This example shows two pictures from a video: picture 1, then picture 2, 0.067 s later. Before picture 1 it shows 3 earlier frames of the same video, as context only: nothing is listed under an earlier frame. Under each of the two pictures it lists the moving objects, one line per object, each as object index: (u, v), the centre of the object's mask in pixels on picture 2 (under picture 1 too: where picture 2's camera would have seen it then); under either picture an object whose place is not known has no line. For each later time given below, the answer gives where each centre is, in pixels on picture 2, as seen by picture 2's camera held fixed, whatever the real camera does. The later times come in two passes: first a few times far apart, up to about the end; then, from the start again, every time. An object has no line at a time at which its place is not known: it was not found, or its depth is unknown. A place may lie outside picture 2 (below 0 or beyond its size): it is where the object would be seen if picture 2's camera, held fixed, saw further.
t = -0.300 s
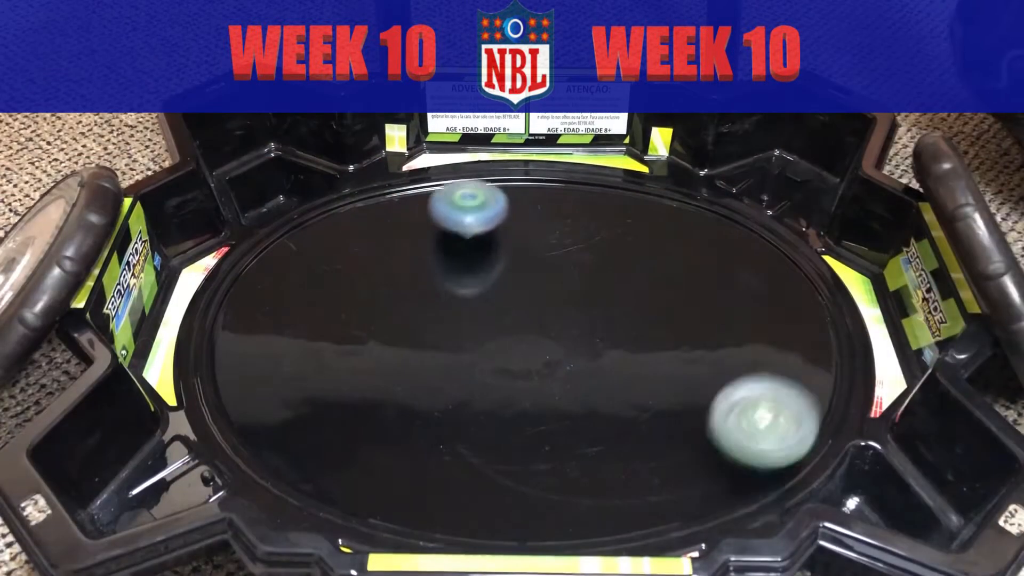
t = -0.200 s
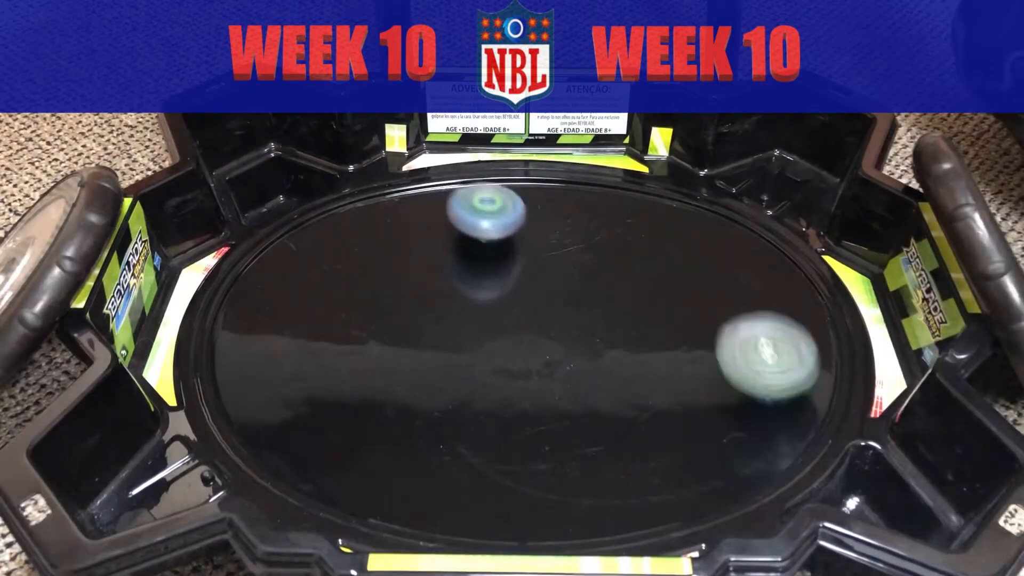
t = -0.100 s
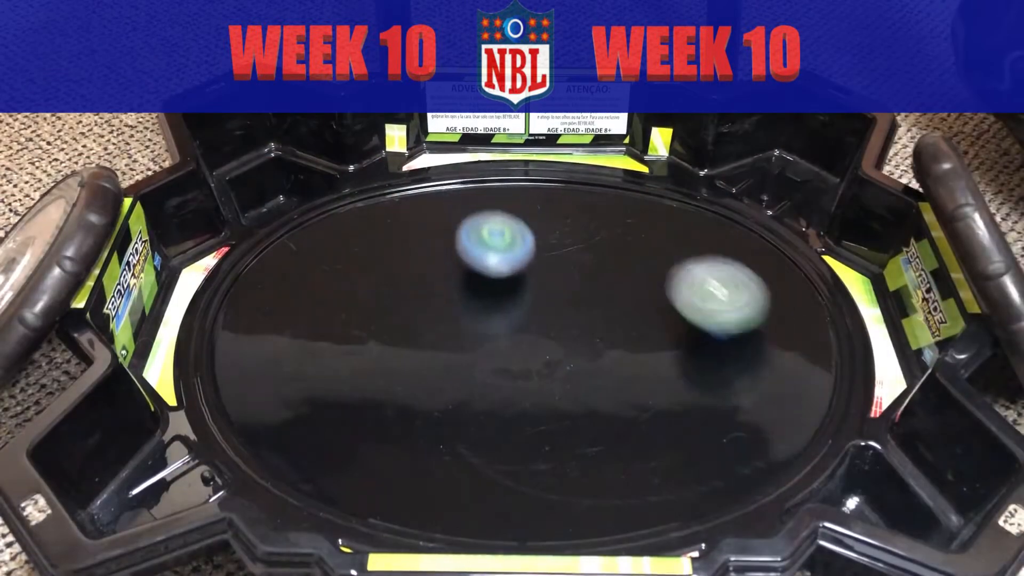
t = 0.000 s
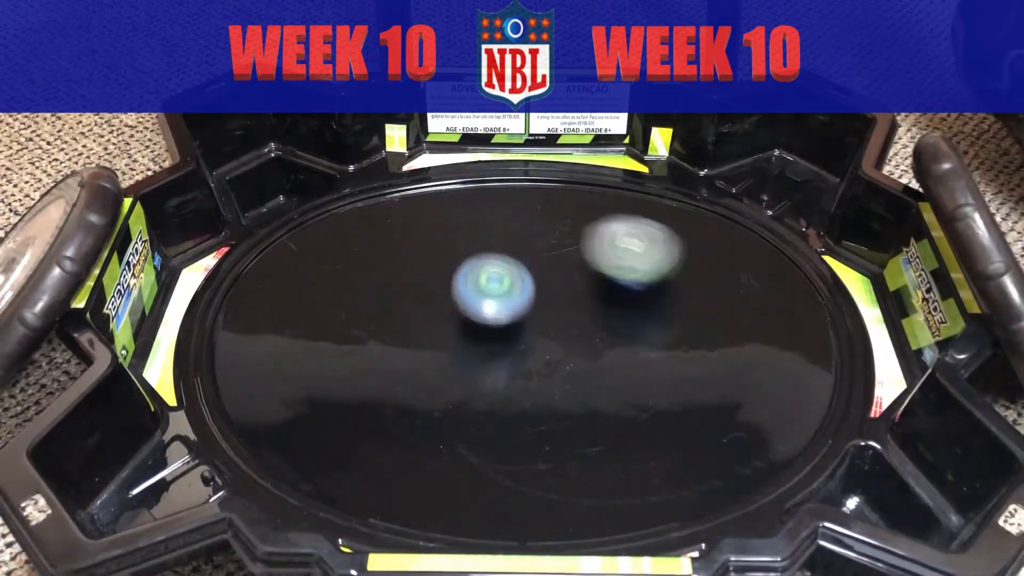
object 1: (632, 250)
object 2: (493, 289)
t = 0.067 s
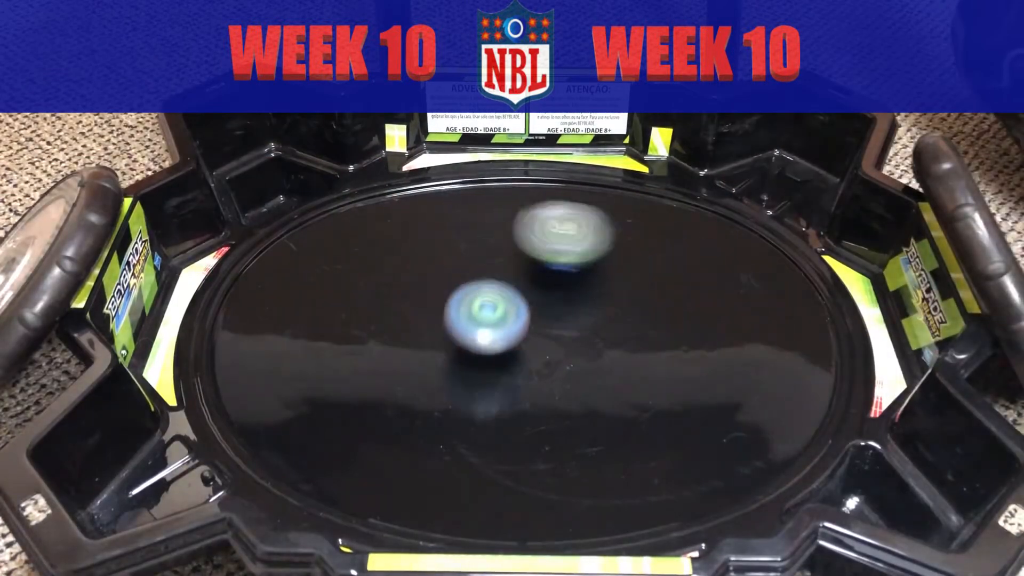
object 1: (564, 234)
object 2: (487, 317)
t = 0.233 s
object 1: (381, 249)
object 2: (480, 332)
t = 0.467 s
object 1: (240, 377)
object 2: (445, 312)
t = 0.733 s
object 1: (451, 465)
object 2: (525, 344)
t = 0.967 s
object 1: (653, 363)
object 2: (562, 277)
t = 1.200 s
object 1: (608, 212)
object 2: (450, 274)
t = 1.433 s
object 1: (443, 192)
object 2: (467, 376)
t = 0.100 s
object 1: (526, 231)
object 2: (483, 327)
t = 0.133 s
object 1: (490, 231)
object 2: (479, 334)
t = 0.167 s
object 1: (453, 234)
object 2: (478, 337)
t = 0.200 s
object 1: (417, 239)
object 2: (478, 336)
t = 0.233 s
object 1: (381, 249)
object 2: (480, 332)
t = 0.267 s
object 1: (350, 260)
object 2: (481, 325)
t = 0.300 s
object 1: (320, 275)
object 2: (481, 316)
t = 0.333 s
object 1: (294, 293)
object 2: (478, 310)
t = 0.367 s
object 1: (272, 313)
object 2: (472, 307)
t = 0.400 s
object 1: (256, 333)
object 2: (464, 306)
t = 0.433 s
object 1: (244, 356)
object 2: (454, 308)
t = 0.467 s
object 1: (240, 377)
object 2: (445, 312)
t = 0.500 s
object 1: (242, 398)
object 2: (439, 319)
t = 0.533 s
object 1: (259, 417)
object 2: (439, 328)
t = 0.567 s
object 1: (287, 433)
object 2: (445, 337)
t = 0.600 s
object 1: (315, 445)
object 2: (456, 345)
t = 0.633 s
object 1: (348, 455)
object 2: (472, 349)
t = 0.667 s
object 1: (381, 461)
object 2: (491, 351)
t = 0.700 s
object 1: (415, 465)
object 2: (510, 348)
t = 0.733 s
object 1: (451, 465)
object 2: (525, 344)
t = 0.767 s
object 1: (487, 462)
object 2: (537, 336)
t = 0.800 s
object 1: (524, 455)
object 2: (549, 326)
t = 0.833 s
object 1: (558, 443)
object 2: (559, 317)
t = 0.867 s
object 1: (589, 428)
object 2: (567, 307)
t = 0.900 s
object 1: (616, 409)
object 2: (569, 296)
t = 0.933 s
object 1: (637, 388)
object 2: (567, 286)
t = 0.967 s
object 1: (653, 363)
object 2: (562, 277)
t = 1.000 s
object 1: (661, 338)
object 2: (552, 269)
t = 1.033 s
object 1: (665, 313)
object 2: (538, 263)
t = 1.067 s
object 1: (662, 288)
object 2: (522, 259)
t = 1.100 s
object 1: (655, 265)
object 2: (504, 258)
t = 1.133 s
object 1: (643, 244)
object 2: (485, 260)
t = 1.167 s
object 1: (628, 227)
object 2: (467, 265)
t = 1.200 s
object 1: (608, 212)
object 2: (450, 274)
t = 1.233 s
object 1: (588, 202)
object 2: (437, 287)
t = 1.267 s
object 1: (565, 194)
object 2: (428, 302)
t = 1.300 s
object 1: (542, 190)
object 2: (425, 318)
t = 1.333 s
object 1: (517, 186)
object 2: (427, 335)
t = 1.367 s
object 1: (492, 187)
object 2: (435, 351)
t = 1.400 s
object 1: (466, 188)
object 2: (448, 365)
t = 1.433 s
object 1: (443, 192)
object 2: (467, 376)
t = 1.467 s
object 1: (417, 196)
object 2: (488, 384)
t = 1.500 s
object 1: (396, 202)
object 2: (513, 390)
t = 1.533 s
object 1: (373, 212)
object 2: (541, 392)
